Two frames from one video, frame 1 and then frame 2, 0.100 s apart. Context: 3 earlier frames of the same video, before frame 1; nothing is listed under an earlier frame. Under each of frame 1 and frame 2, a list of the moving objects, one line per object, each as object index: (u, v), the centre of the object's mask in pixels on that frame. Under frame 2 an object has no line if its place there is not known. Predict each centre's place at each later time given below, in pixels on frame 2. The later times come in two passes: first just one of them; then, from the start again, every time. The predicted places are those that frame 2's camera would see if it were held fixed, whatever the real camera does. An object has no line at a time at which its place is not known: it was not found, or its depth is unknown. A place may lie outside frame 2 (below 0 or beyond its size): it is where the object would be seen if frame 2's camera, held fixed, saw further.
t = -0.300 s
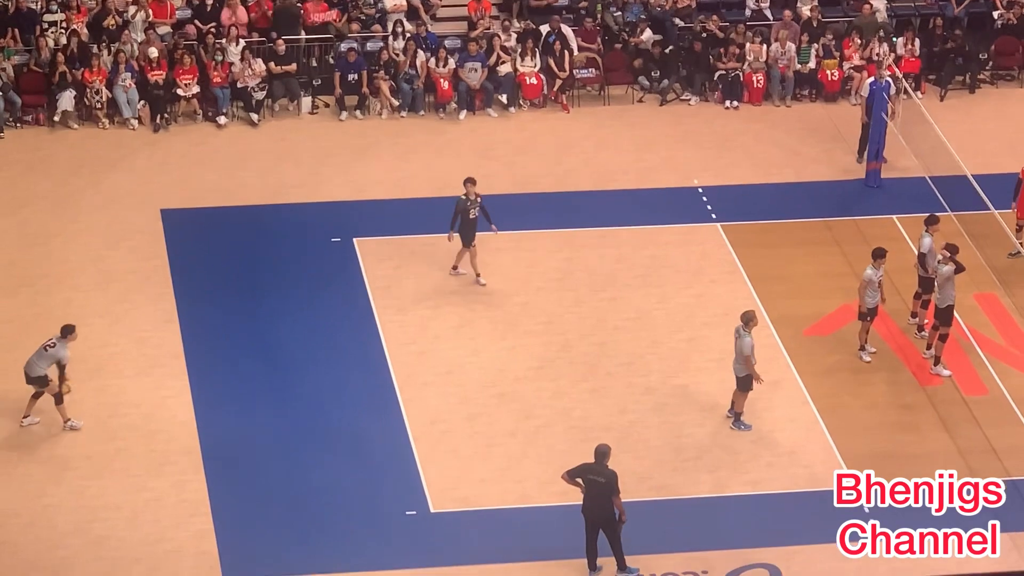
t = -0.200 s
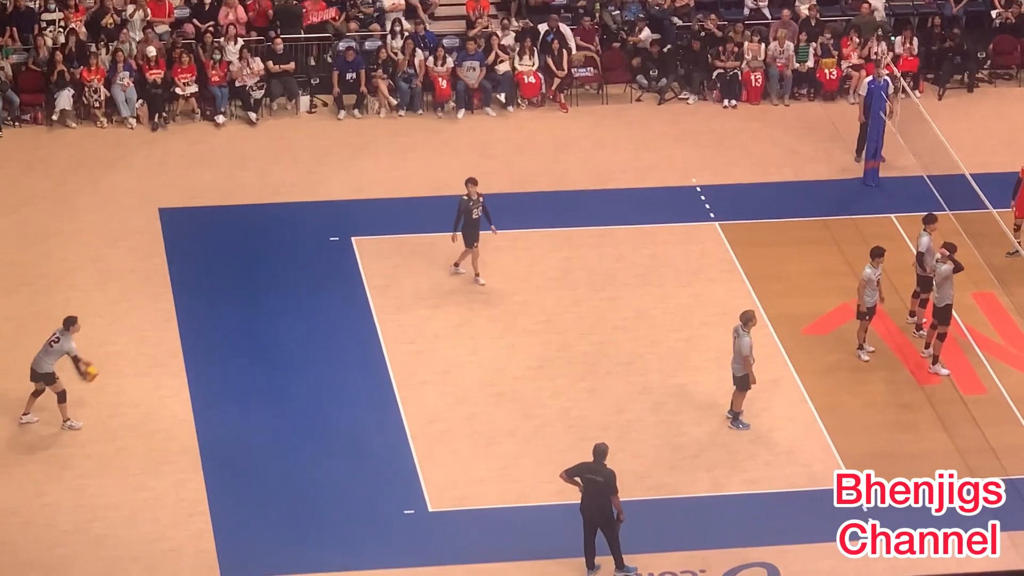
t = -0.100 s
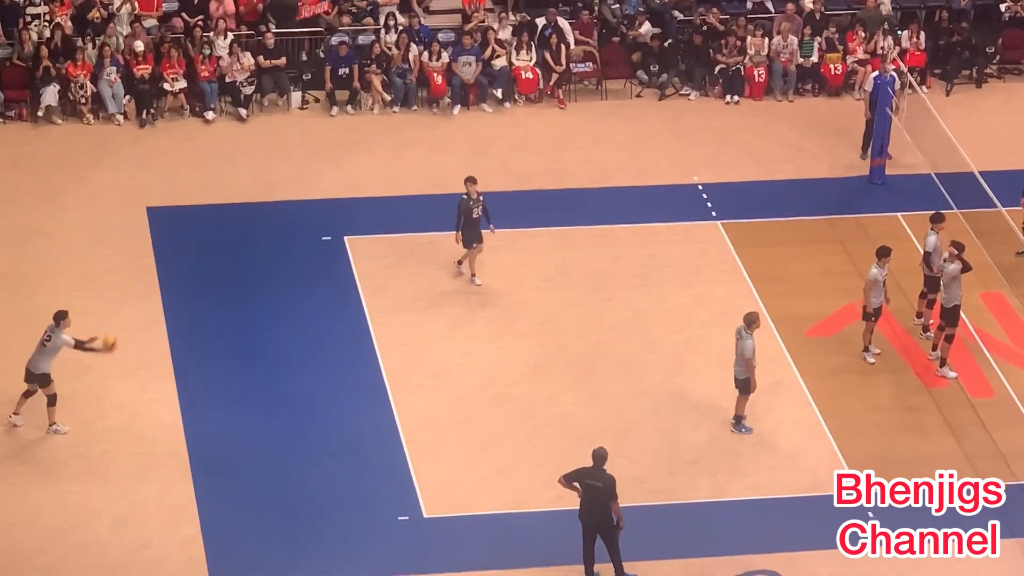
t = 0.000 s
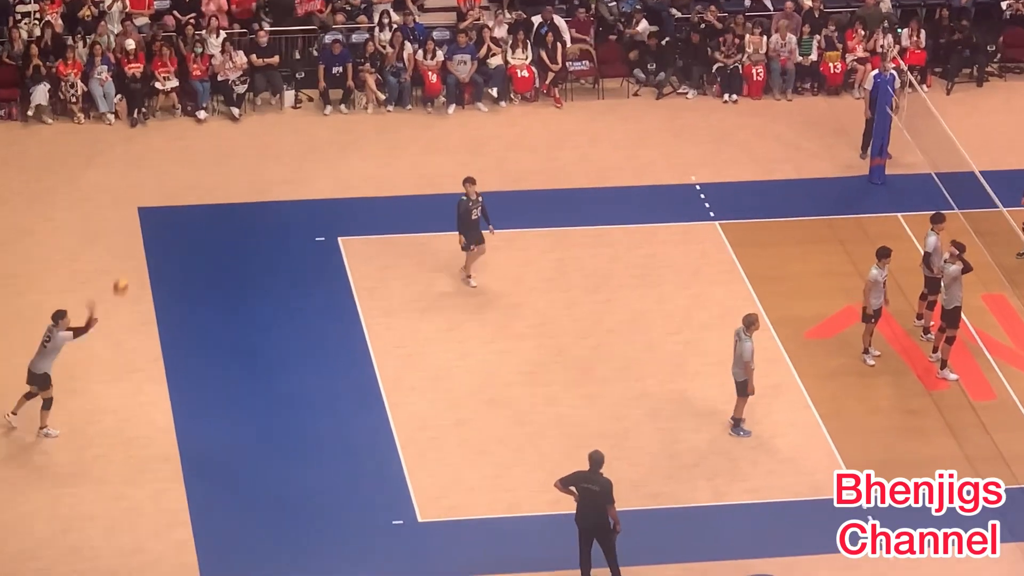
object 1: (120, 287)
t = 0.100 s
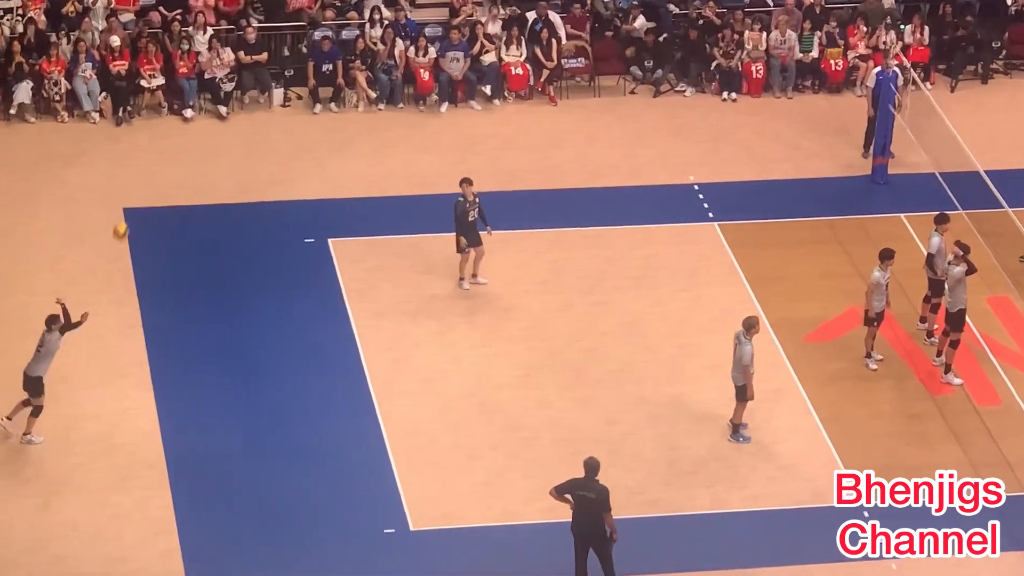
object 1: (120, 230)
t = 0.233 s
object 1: (141, 165)
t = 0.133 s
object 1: (126, 214)
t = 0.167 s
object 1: (130, 195)
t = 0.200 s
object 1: (136, 180)
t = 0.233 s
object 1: (141, 165)
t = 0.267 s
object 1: (146, 150)
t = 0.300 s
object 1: (151, 137)
